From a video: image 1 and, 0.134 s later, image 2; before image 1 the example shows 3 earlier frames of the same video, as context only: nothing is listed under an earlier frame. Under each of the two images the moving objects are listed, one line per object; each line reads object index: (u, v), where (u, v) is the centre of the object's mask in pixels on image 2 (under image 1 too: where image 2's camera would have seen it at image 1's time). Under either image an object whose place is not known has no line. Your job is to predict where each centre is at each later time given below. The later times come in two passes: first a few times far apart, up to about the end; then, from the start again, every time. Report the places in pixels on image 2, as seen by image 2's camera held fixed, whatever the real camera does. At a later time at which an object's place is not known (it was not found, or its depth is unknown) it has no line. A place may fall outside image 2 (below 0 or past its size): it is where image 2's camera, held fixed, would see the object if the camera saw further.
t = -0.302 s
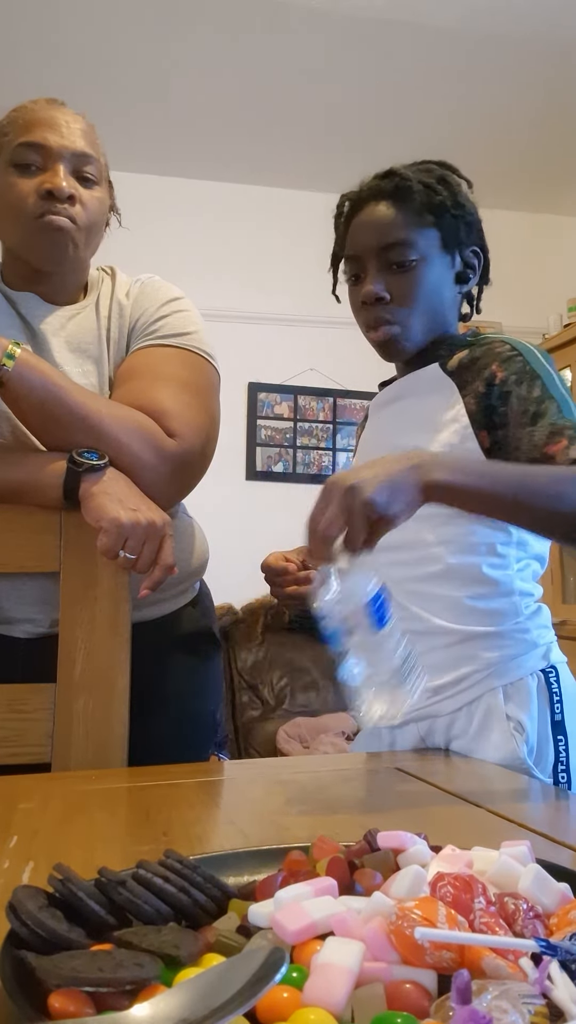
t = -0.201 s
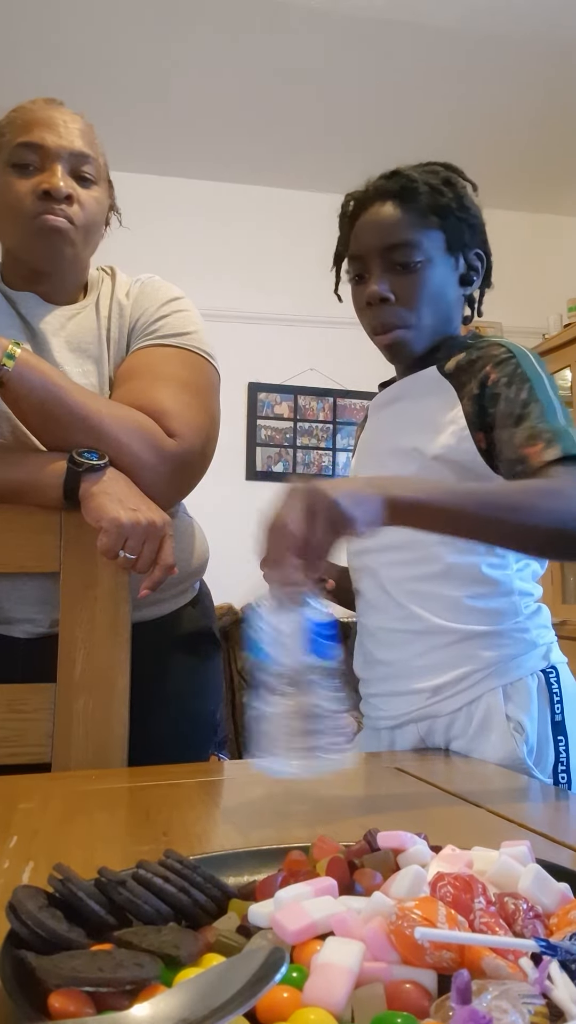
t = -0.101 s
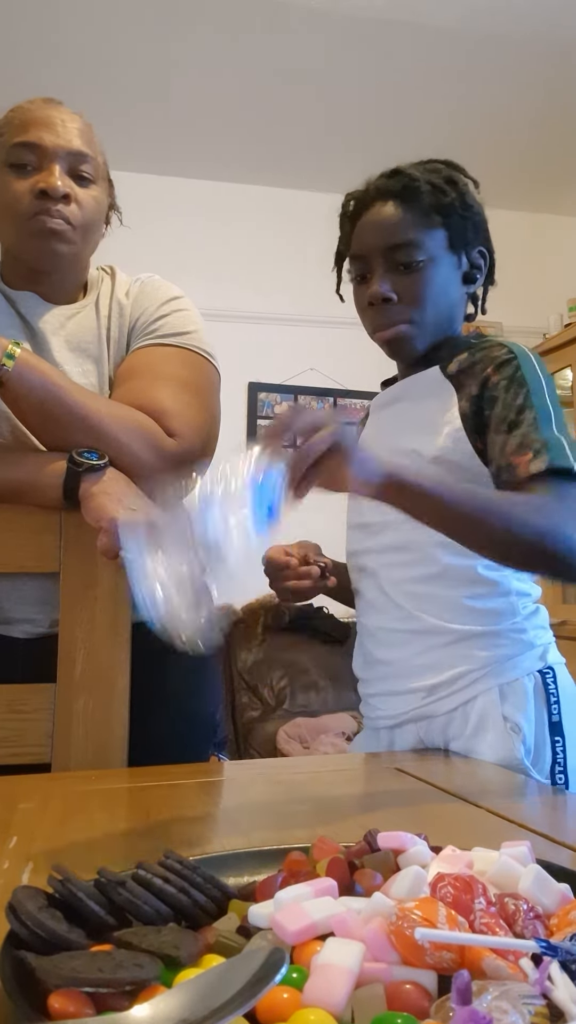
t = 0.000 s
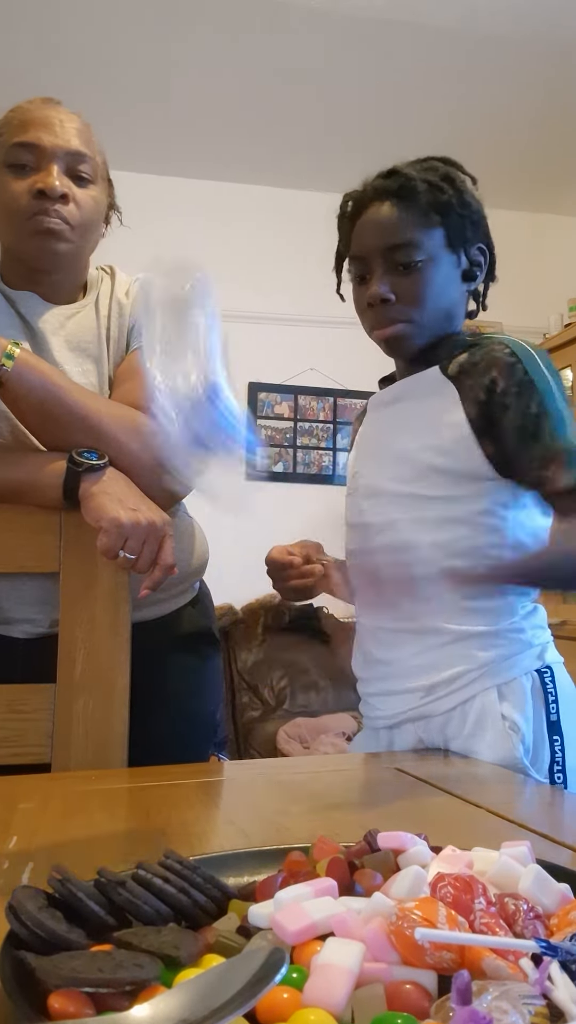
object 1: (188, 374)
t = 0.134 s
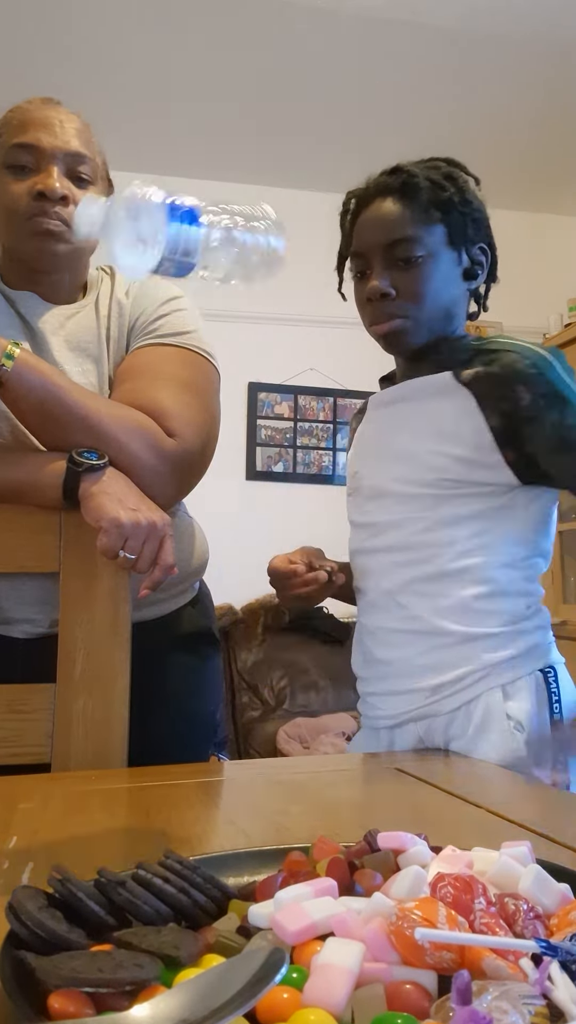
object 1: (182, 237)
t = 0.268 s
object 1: (216, 339)
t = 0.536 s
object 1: (238, 754)
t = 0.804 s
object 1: (241, 765)
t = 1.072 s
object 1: (244, 766)
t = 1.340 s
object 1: (242, 765)
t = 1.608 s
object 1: (243, 766)
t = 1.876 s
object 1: (242, 765)
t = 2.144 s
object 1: (243, 765)
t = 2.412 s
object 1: (243, 765)
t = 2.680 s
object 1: (243, 765)
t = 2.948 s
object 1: (243, 765)
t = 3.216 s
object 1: (242, 765)
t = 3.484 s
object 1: (242, 765)
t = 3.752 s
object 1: (242, 766)
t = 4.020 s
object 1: (242, 765)
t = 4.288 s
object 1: (242, 765)
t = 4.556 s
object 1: (242, 765)
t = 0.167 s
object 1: (191, 241)
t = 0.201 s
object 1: (200, 260)
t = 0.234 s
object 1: (211, 296)
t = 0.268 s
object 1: (216, 339)
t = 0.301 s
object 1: (227, 399)
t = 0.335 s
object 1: (228, 453)
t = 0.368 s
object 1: (243, 559)
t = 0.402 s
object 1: (251, 646)
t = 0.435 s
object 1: (250, 708)
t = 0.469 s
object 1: (240, 712)
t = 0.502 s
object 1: (236, 727)
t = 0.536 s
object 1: (238, 754)
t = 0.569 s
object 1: (247, 765)
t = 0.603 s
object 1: (246, 766)
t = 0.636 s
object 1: (246, 766)
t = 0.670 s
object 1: (246, 766)
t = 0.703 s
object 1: (246, 766)
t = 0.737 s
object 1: (246, 766)
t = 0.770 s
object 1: (243, 765)
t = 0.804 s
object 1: (241, 765)
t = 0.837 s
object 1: (241, 765)
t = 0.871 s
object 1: (242, 765)
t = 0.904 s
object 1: (242, 765)
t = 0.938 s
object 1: (241, 765)
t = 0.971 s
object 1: (241, 765)
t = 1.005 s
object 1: (243, 766)
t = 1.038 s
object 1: (243, 766)
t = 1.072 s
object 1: (244, 766)
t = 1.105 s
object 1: (244, 766)
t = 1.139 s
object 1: (244, 766)
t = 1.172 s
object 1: (244, 766)
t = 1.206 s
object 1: (244, 766)
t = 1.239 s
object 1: (244, 766)
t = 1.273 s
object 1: (243, 766)
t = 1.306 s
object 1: (242, 765)
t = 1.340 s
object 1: (242, 765)
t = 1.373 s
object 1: (242, 765)
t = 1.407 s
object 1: (242, 765)
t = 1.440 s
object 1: (242, 765)
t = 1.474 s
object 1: (241, 765)
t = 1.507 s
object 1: (242, 765)
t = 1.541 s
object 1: (243, 765)
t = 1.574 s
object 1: (243, 766)
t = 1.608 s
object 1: (243, 766)
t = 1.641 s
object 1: (243, 766)
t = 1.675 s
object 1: (243, 766)
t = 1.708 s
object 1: (243, 766)
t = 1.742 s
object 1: (243, 766)
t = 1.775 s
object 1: (243, 765)
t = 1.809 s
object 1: (242, 766)
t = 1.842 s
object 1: (242, 765)
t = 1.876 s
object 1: (242, 765)
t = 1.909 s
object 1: (242, 765)
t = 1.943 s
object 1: (242, 765)
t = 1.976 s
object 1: (242, 765)
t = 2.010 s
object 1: (242, 765)
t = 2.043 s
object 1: (242, 765)
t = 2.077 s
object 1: (242, 765)
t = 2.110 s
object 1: (243, 765)
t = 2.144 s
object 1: (243, 765)
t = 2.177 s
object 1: (242, 765)
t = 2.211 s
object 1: (242, 765)
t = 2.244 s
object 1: (242, 765)
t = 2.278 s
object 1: (242, 765)
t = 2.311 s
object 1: (242, 765)
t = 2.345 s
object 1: (242, 765)
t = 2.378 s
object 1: (243, 765)
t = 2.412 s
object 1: (243, 765)
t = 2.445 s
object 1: (243, 765)
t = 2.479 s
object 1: (242, 765)
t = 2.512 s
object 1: (243, 765)
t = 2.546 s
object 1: (243, 765)
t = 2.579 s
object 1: (243, 765)
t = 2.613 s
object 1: (243, 765)
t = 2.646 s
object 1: (242, 765)
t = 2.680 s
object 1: (243, 765)
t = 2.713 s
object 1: (242, 765)
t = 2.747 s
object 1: (243, 765)
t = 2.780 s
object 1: (243, 765)
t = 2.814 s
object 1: (243, 765)
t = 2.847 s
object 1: (243, 765)
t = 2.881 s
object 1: (243, 765)
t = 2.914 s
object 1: (243, 765)
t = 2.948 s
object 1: (243, 765)
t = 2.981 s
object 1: (242, 765)
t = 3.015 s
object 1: (242, 765)
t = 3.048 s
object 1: (242, 765)
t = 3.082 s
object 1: (242, 765)
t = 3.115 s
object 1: (242, 765)
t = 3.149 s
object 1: (242, 765)
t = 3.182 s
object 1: (242, 765)
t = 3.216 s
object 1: (242, 765)
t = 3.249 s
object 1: (242, 765)
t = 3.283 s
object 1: (242, 765)
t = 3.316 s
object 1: (242, 765)
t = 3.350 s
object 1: (242, 765)
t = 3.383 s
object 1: (242, 765)
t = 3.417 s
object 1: (242, 765)
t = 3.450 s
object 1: (242, 765)
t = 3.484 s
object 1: (242, 765)
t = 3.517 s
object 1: (242, 765)
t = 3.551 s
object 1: (242, 765)
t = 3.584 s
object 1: (242, 765)
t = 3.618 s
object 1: (242, 766)
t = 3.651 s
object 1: (242, 765)
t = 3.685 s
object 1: (242, 765)
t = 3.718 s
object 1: (242, 765)
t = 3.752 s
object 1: (242, 766)
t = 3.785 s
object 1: (242, 765)
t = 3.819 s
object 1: (242, 766)
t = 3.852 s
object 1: (242, 766)
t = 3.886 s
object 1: (242, 765)
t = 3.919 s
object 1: (242, 765)
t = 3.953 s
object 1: (242, 766)
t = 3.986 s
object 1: (242, 765)
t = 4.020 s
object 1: (242, 765)
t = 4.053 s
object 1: (242, 765)
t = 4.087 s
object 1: (242, 765)
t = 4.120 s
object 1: (242, 765)
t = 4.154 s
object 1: (242, 765)
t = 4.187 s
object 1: (242, 765)
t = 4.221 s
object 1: (242, 765)
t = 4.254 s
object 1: (242, 765)
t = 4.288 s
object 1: (242, 765)
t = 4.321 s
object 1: (242, 765)
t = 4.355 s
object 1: (242, 765)
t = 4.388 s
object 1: (242, 766)
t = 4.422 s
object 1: (242, 766)
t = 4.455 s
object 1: (242, 765)
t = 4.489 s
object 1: (242, 765)
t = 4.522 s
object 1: (242, 765)
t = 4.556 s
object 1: (242, 765)
